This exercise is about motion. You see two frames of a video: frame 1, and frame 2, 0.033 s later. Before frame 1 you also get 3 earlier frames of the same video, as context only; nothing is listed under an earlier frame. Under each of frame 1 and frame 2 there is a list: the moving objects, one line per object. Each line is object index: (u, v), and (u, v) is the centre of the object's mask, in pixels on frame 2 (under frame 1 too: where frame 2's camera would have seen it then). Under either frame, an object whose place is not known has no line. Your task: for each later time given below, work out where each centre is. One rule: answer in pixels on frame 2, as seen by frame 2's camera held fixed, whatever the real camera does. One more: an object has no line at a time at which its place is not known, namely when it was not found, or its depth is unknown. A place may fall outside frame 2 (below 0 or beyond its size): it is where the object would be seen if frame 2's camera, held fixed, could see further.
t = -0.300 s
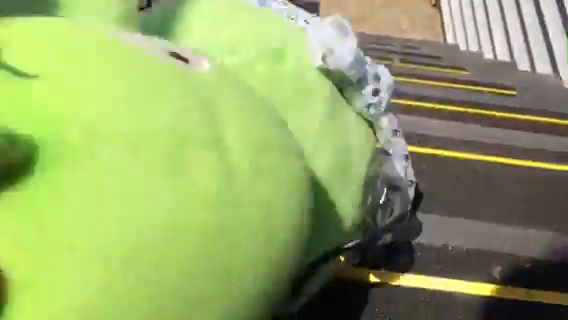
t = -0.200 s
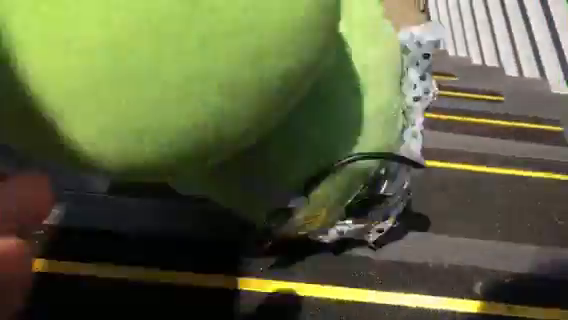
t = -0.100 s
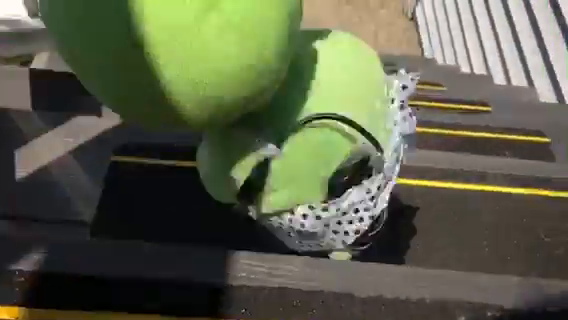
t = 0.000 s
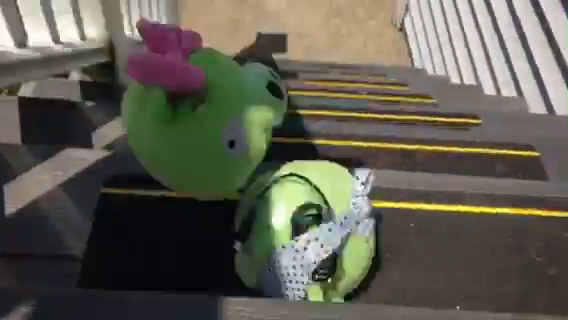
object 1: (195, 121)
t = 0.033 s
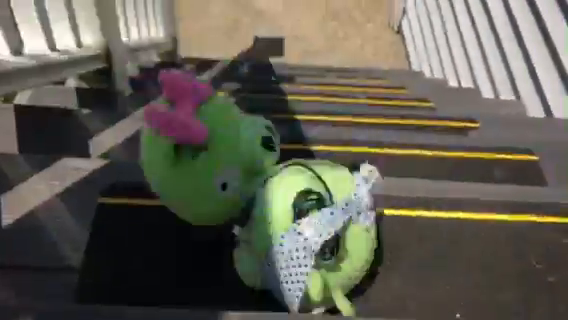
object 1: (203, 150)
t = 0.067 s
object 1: (199, 161)
